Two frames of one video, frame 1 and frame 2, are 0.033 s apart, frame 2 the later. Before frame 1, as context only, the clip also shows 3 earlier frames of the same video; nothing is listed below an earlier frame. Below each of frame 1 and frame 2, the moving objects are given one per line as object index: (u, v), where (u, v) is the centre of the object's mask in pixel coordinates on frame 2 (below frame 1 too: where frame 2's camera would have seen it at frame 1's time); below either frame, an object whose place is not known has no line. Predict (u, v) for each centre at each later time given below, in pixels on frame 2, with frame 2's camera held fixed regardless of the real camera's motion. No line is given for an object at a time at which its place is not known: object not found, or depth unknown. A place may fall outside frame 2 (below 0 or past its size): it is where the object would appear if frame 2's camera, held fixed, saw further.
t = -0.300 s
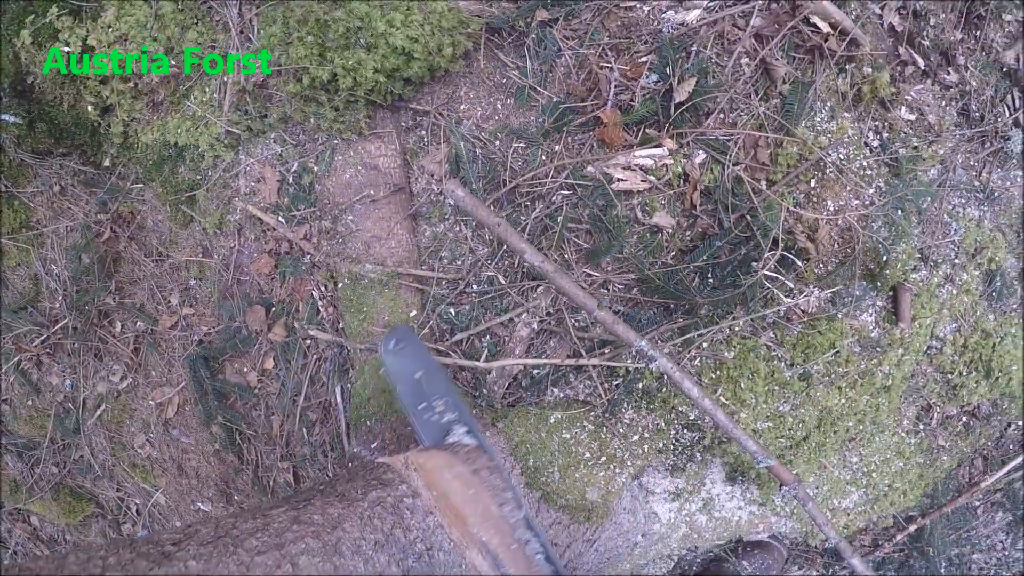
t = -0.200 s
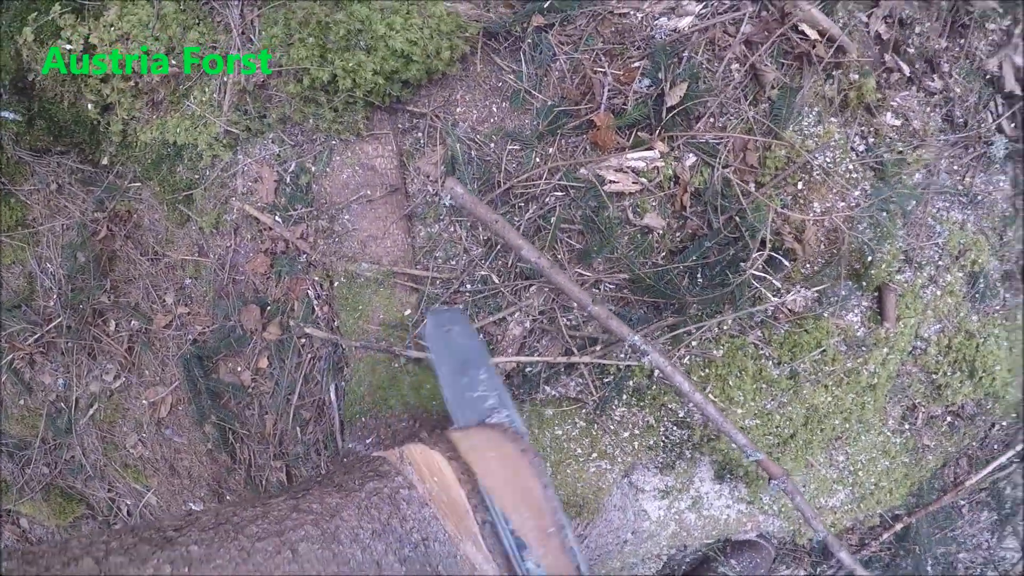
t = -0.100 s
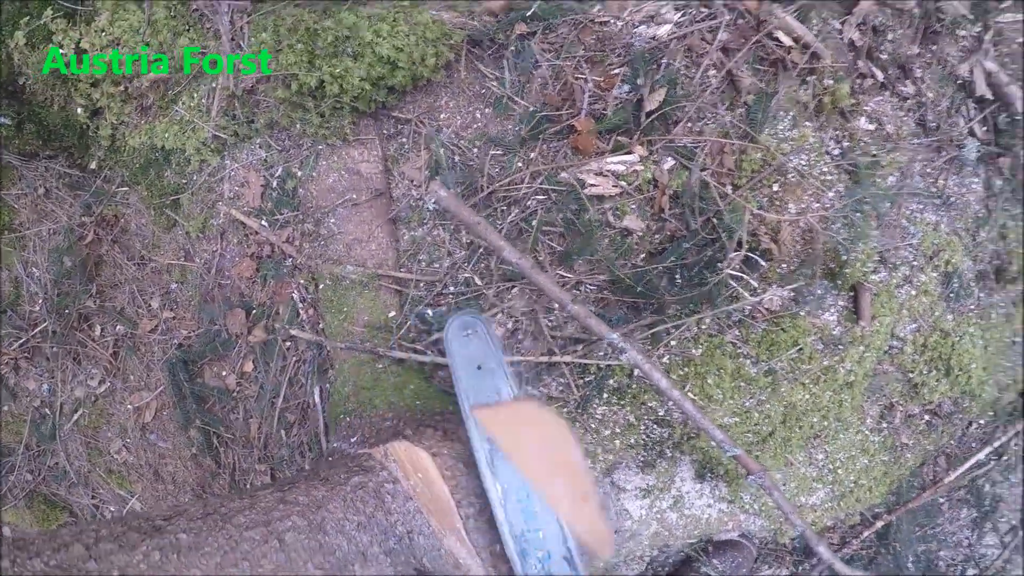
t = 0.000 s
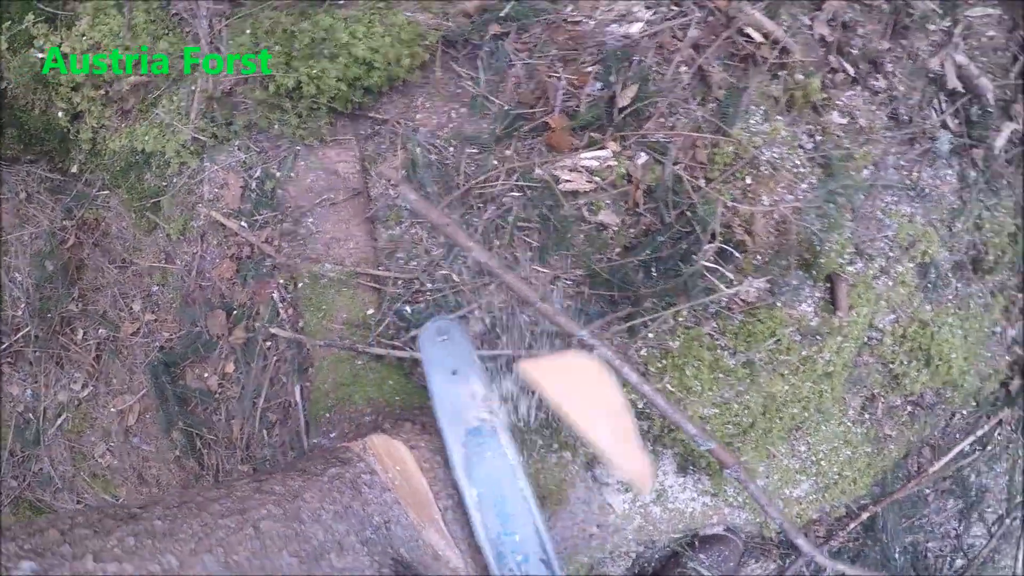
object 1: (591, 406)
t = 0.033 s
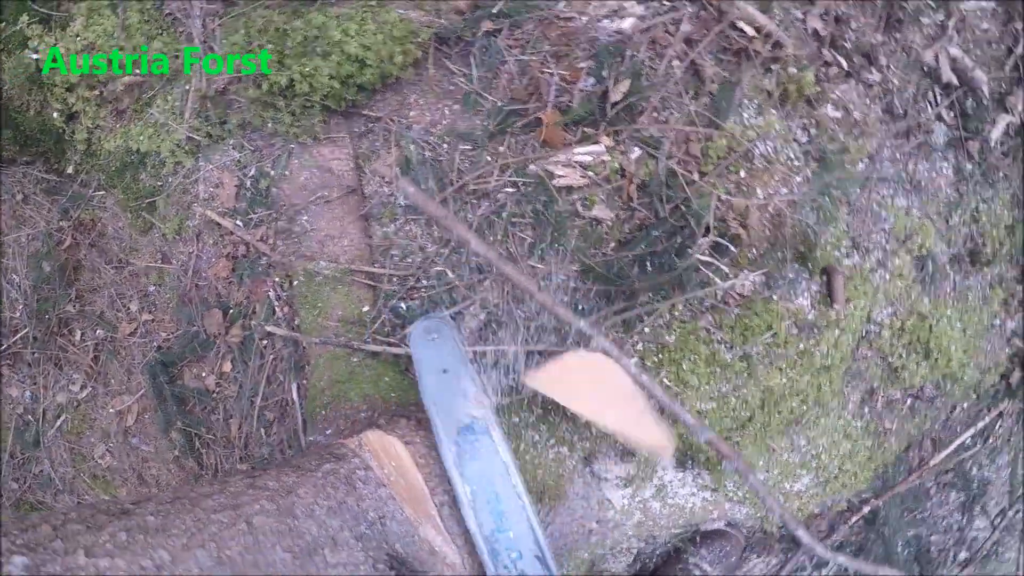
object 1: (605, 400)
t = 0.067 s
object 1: (604, 389)
